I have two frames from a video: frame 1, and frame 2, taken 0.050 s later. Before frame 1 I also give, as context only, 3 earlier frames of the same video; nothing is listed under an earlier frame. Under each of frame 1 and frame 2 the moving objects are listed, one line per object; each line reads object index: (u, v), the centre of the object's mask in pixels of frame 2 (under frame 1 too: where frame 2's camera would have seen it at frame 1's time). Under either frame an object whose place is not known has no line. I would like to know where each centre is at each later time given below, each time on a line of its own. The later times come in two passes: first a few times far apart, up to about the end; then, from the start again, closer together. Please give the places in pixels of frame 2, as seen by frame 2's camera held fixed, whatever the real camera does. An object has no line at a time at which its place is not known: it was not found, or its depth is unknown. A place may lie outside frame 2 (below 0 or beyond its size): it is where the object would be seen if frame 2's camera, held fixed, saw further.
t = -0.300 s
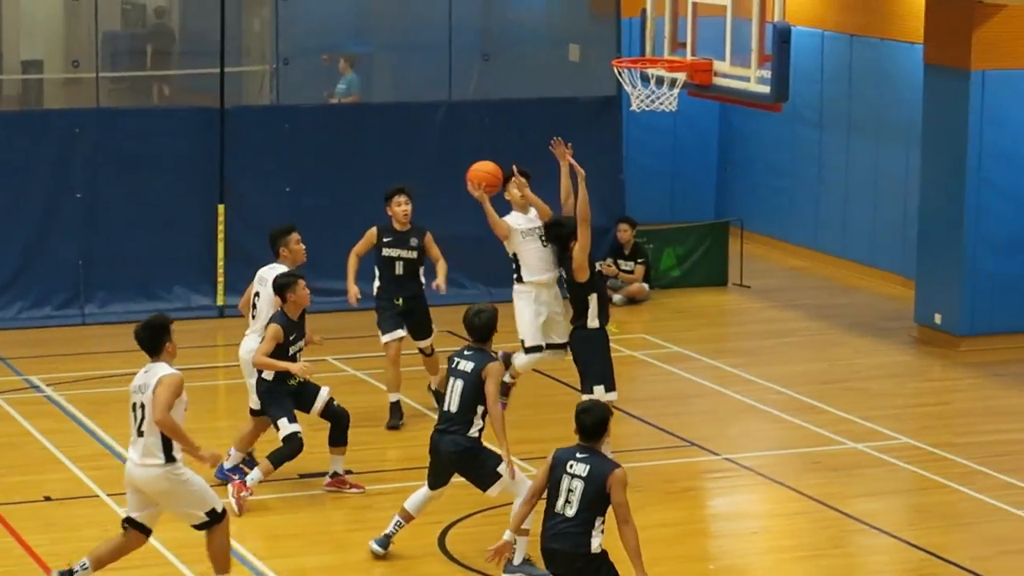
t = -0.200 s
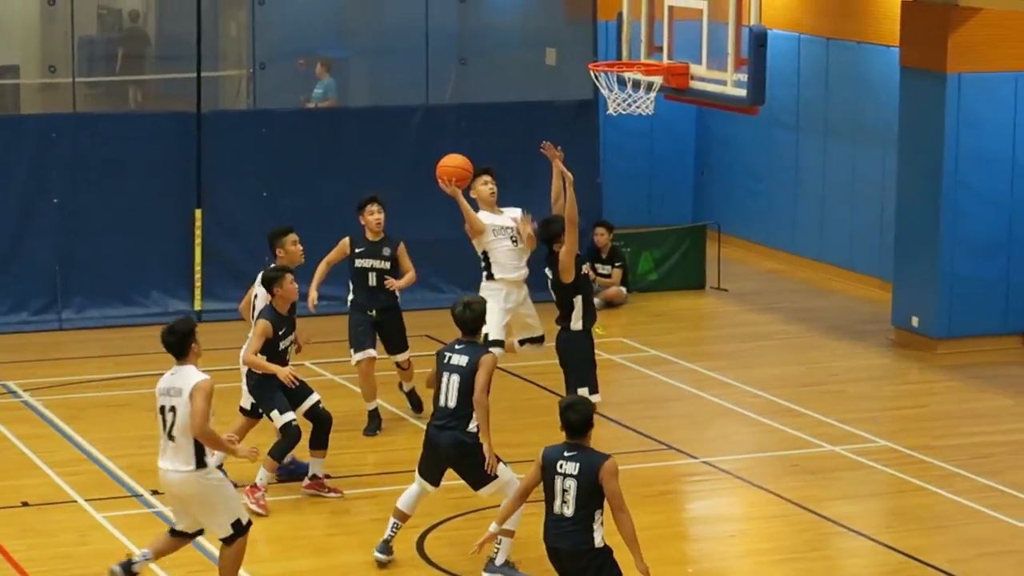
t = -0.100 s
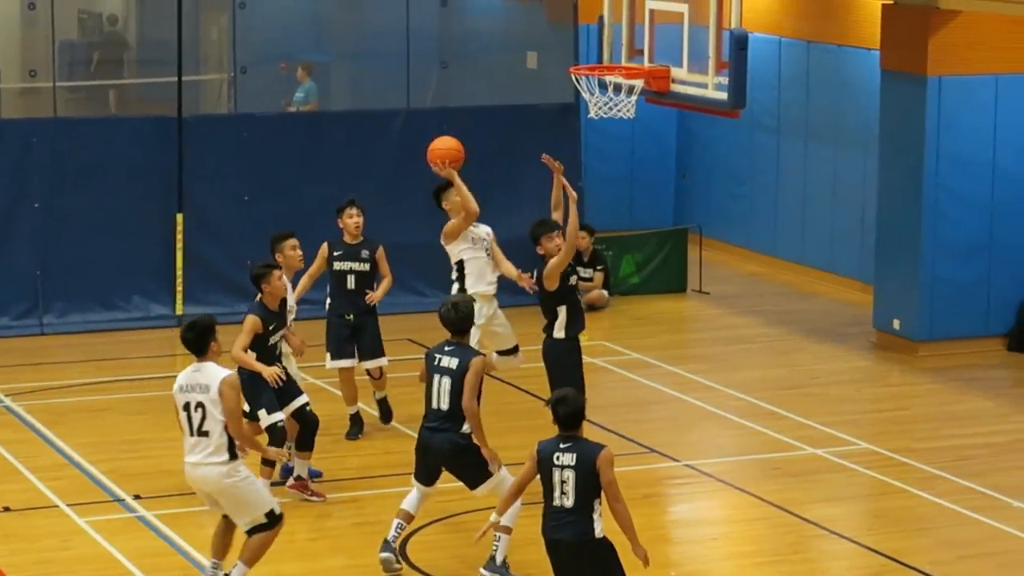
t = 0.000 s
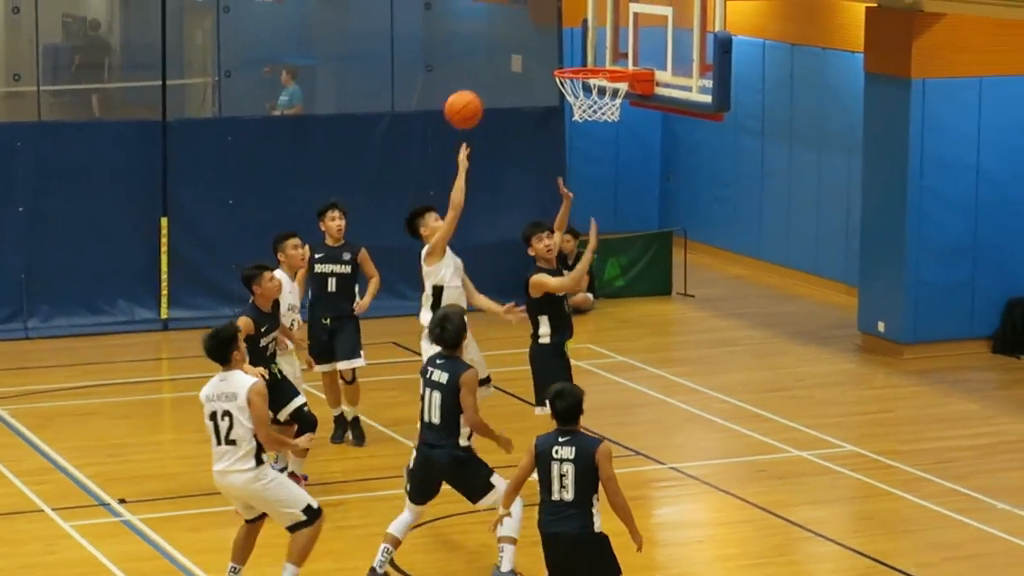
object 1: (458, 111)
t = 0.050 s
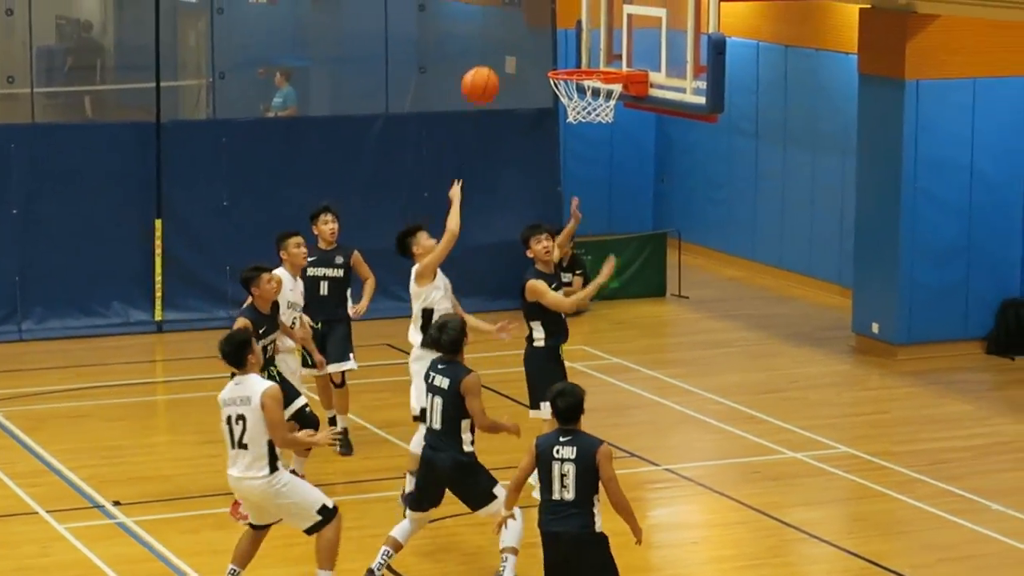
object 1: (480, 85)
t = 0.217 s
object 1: (554, 28)
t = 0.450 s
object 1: (576, 31)
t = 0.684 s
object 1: (568, 56)
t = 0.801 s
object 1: (575, 52)
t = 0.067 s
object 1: (487, 78)
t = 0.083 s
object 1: (495, 70)
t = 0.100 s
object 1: (503, 64)
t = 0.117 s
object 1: (510, 57)
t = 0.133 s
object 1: (517, 52)
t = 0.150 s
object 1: (525, 46)
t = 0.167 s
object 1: (532, 41)
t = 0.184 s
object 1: (539, 36)
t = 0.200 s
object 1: (546, 32)
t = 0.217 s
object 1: (554, 28)
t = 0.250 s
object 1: (570, 21)
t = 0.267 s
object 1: (577, 19)
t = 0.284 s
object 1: (585, 17)
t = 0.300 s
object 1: (592, 15)
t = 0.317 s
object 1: (600, 14)
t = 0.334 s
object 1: (602, 14)
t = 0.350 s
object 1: (598, 15)
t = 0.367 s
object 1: (594, 17)
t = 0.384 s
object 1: (591, 19)
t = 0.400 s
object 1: (588, 21)
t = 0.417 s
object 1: (584, 24)
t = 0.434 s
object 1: (580, 27)
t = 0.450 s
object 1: (576, 31)
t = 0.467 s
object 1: (573, 35)
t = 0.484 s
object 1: (569, 40)
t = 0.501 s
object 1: (565, 45)
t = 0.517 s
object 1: (561, 51)
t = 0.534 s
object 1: (558, 56)
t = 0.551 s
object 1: (558, 57)
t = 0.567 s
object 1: (559, 55)
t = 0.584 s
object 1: (561, 54)
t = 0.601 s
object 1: (562, 53)
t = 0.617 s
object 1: (563, 53)
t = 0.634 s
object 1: (564, 53)
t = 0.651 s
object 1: (565, 54)
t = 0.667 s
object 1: (566, 55)
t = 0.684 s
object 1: (568, 56)
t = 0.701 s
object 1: (569, 57)
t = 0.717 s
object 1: (570, 57)
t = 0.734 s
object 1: (571, 56)
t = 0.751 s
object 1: (572, 54)
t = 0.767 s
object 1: (573, 53)
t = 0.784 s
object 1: (574, 52)
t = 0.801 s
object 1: (575, 52)
